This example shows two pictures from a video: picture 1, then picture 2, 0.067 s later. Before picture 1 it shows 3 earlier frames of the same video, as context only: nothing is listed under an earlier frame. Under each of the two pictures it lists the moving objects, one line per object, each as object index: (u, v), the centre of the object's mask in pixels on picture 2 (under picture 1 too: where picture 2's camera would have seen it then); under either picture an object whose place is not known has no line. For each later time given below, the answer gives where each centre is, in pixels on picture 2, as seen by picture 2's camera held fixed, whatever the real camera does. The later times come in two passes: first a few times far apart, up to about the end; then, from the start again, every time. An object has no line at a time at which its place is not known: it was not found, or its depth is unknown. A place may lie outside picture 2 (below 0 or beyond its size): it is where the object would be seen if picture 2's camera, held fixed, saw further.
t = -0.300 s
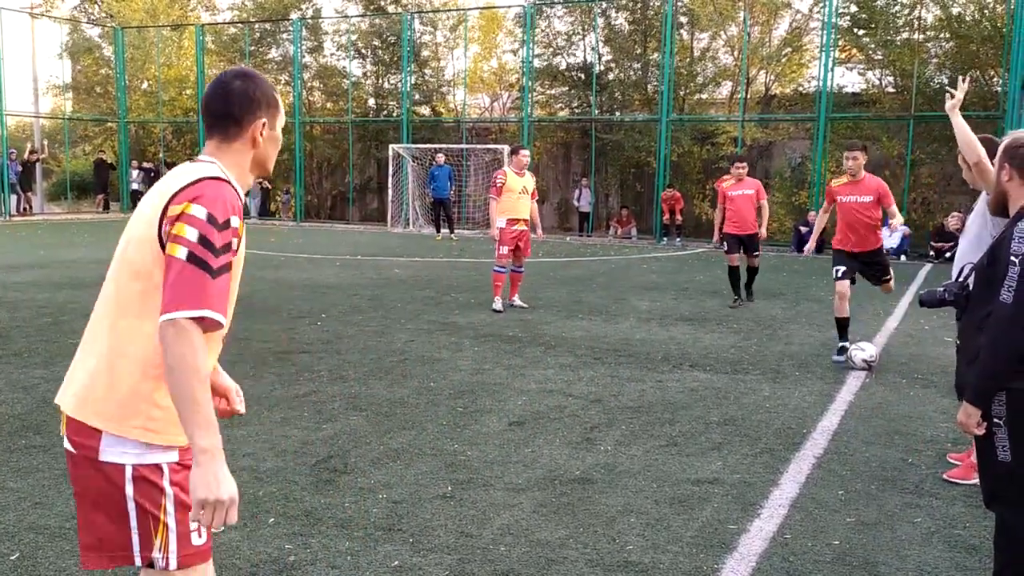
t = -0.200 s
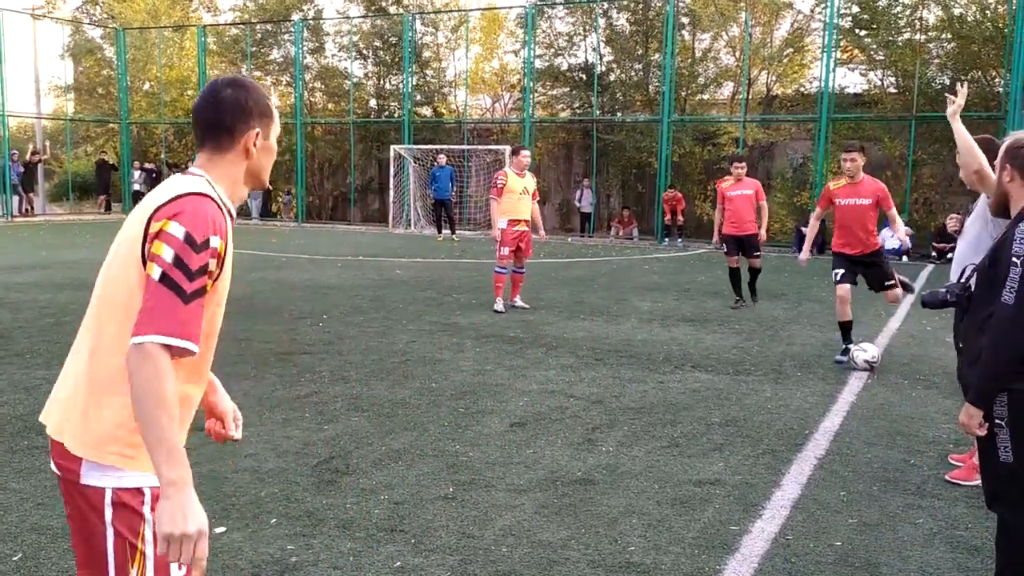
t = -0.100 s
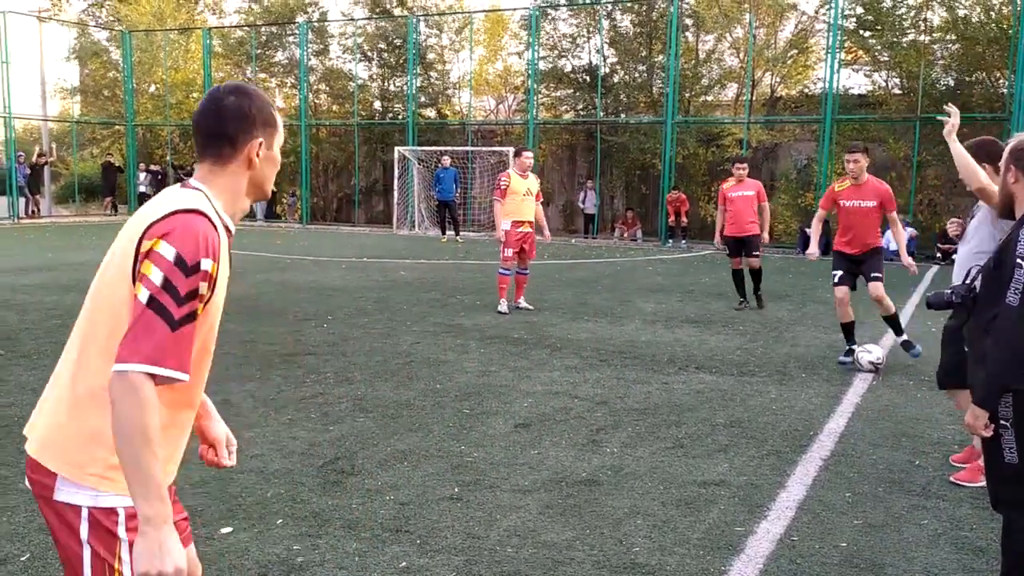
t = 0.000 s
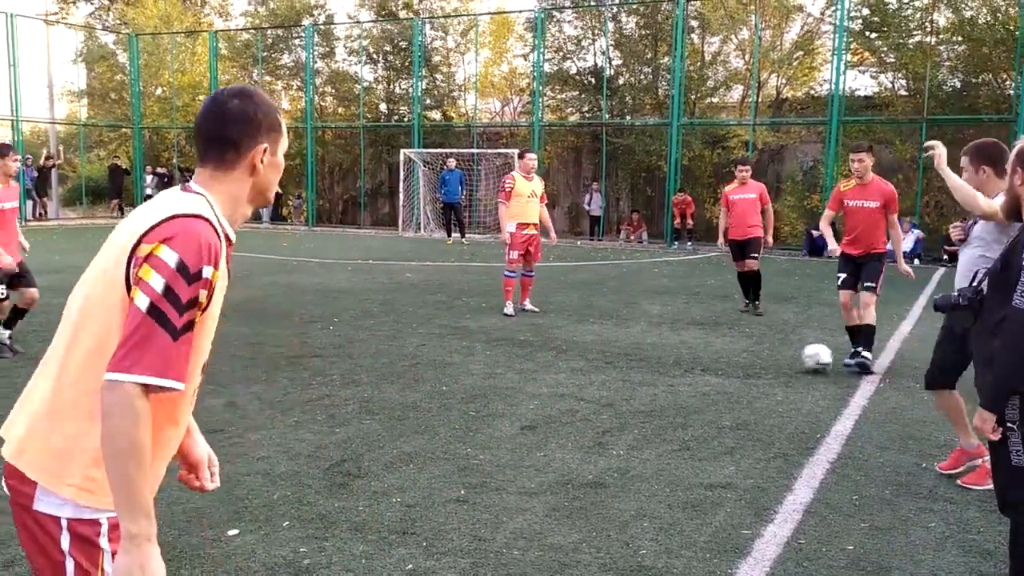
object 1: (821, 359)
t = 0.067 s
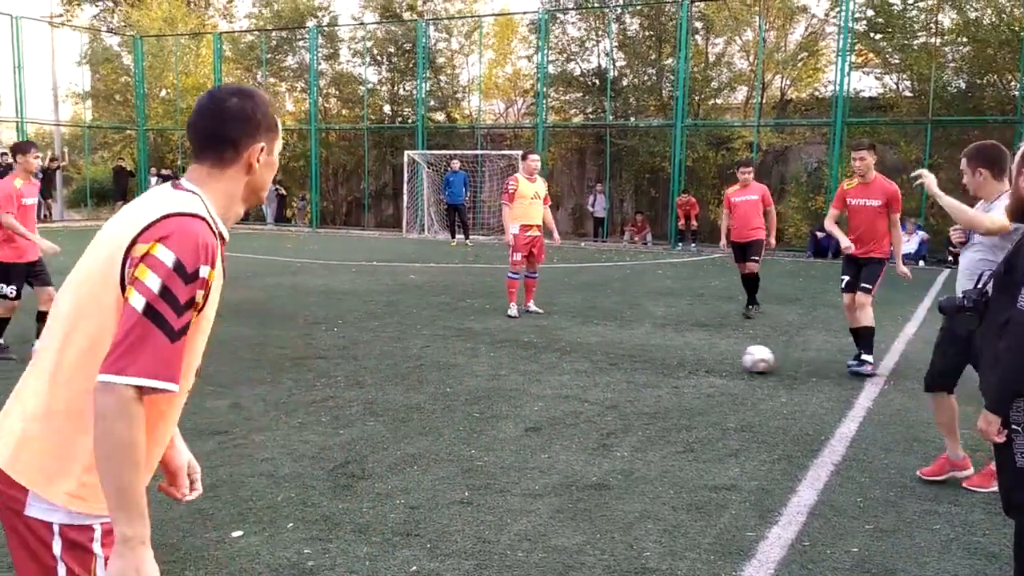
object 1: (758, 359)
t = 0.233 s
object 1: (619, 357)
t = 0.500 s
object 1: (446, 349)
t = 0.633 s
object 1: (373, 354)
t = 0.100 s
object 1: (729, 355)
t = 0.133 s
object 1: (702, 354)
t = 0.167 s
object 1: (674, 353)
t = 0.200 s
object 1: (646, 356)
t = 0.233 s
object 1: (619, 357)
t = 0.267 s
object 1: (595, 354)
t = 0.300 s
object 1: (572, 353)
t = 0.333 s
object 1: (549, 352)
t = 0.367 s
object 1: (526, 352)
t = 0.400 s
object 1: (503, 356)
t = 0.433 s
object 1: (484, 353)
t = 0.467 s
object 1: (465, 350)
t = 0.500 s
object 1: (446, 349)
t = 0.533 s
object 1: (428, 349)
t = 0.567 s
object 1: (410, 352)
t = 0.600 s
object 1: (392, 355)
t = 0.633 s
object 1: (373, 354)
